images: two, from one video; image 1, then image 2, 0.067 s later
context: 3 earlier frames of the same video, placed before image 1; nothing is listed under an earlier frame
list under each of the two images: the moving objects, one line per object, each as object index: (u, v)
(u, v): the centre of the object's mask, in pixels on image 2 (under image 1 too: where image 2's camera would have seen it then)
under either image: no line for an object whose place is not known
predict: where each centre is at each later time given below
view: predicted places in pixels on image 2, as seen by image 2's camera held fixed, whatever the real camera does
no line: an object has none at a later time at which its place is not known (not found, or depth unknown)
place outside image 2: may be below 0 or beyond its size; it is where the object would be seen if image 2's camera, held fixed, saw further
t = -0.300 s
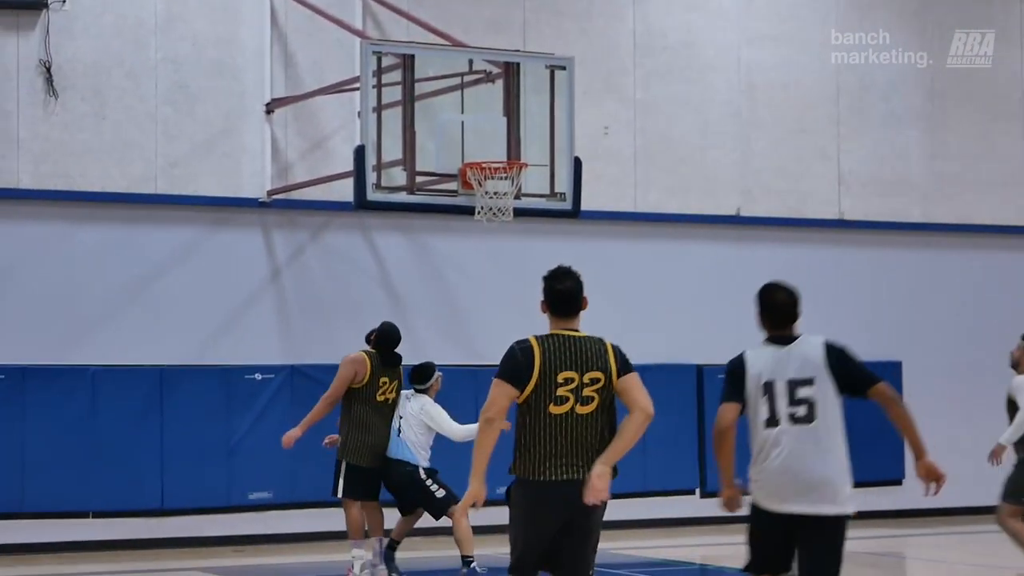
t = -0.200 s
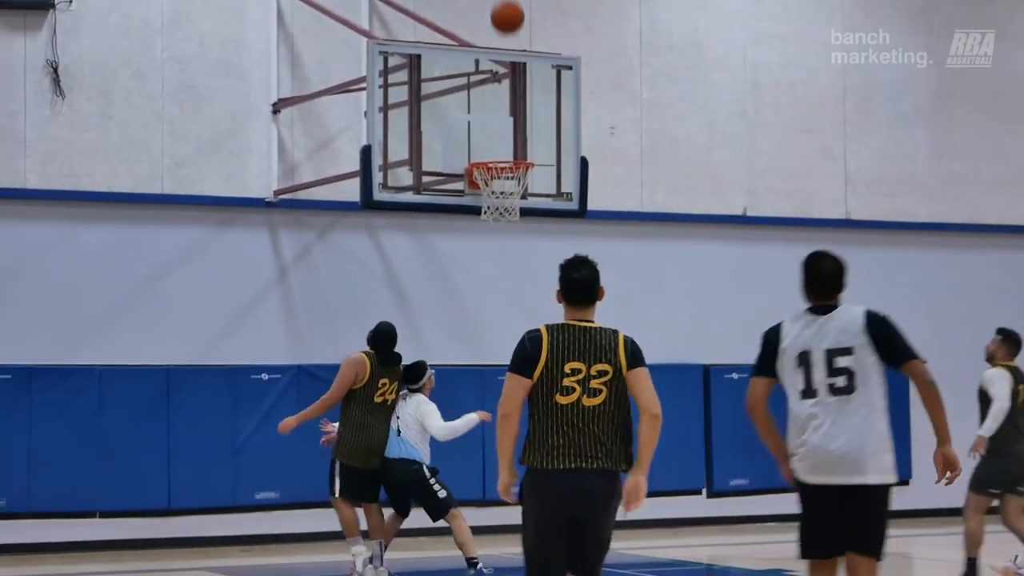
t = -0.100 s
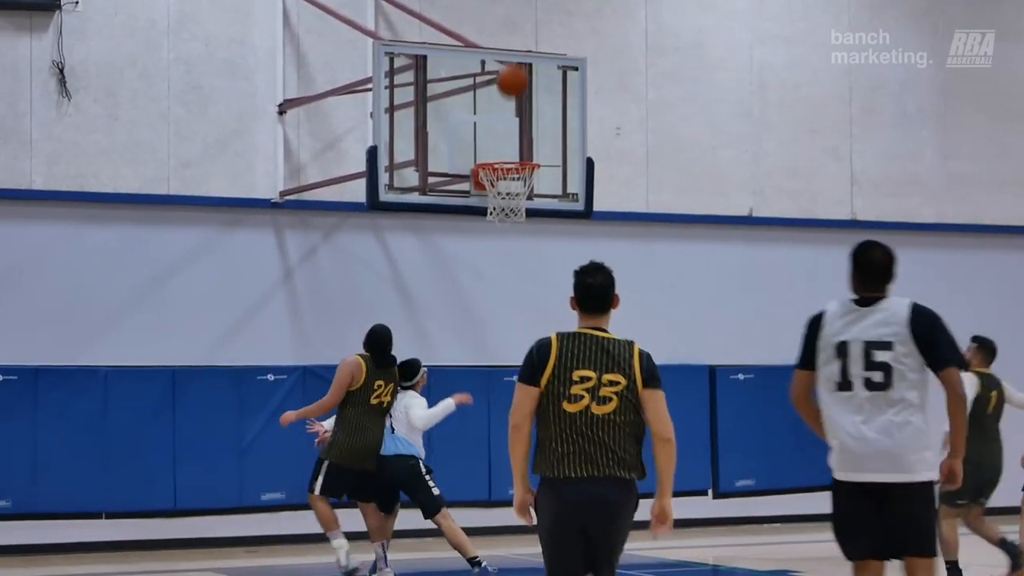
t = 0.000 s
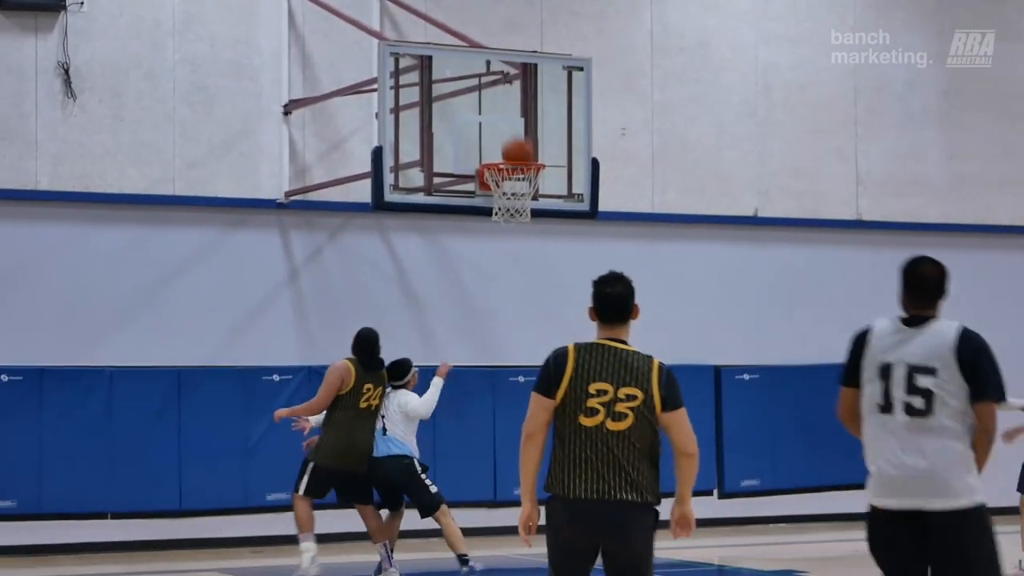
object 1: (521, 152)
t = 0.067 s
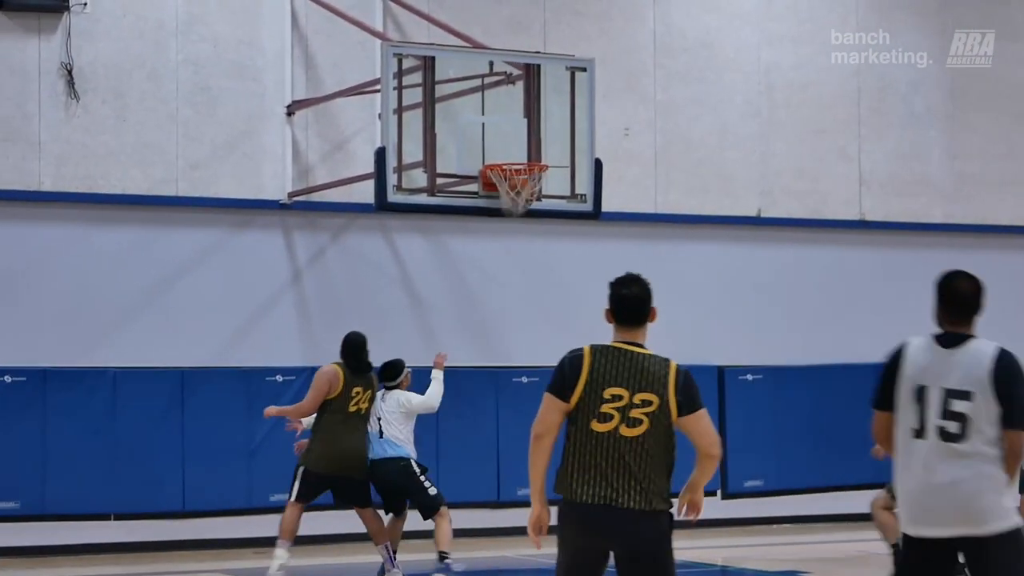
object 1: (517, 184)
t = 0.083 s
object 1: (516, 206)
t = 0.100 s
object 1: (515, 204)
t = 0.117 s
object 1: (515, 201)
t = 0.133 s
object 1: (514, 201)
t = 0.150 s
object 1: (514, 202)
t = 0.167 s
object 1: (514, 203)
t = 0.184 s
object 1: (514, 206)
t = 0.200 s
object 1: (514, 208)
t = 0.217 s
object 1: (513, 210)
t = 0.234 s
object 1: (511, 213)
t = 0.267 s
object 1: (511, 219)
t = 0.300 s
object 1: (514, 224)
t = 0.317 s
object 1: (514, 225)
